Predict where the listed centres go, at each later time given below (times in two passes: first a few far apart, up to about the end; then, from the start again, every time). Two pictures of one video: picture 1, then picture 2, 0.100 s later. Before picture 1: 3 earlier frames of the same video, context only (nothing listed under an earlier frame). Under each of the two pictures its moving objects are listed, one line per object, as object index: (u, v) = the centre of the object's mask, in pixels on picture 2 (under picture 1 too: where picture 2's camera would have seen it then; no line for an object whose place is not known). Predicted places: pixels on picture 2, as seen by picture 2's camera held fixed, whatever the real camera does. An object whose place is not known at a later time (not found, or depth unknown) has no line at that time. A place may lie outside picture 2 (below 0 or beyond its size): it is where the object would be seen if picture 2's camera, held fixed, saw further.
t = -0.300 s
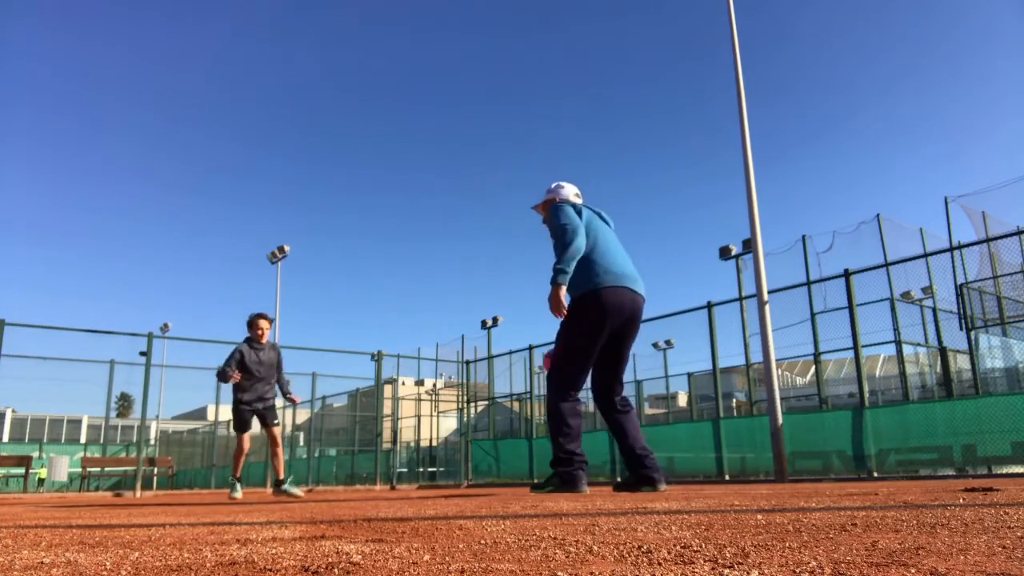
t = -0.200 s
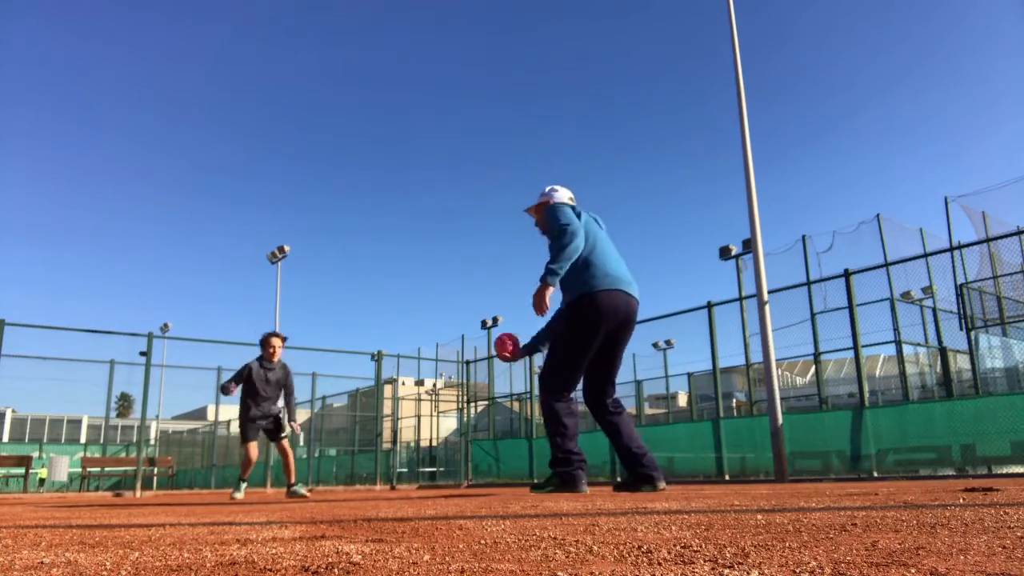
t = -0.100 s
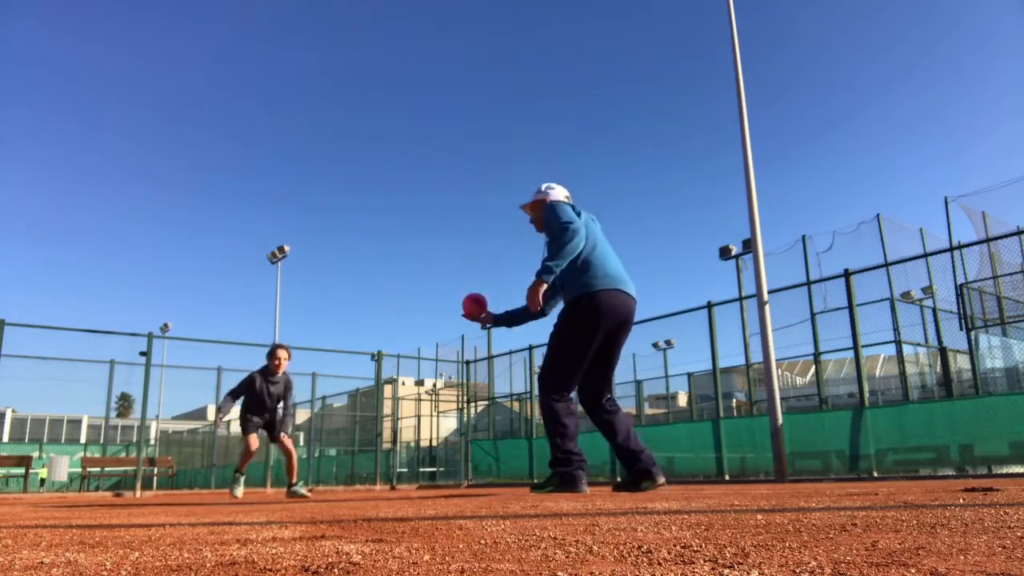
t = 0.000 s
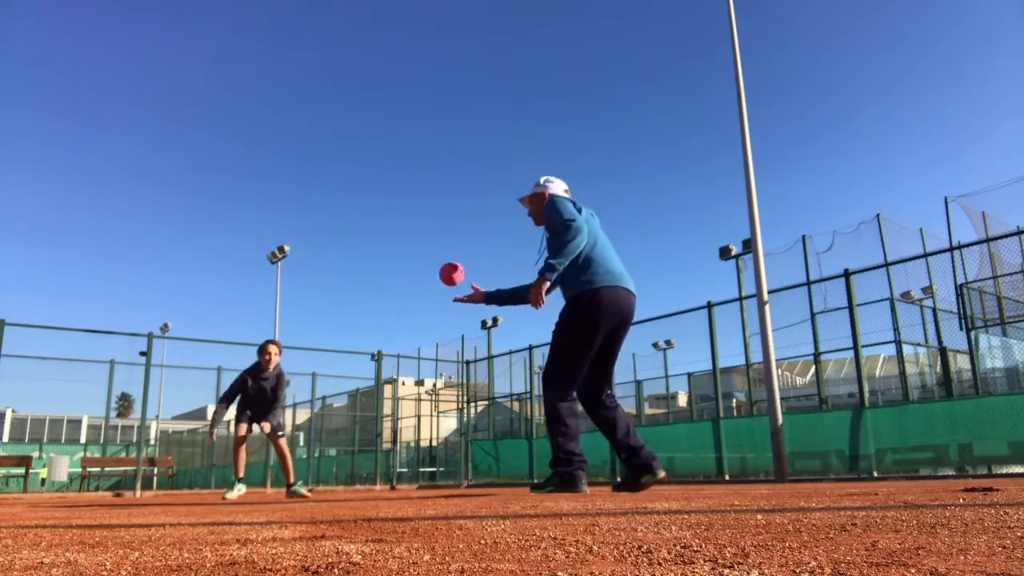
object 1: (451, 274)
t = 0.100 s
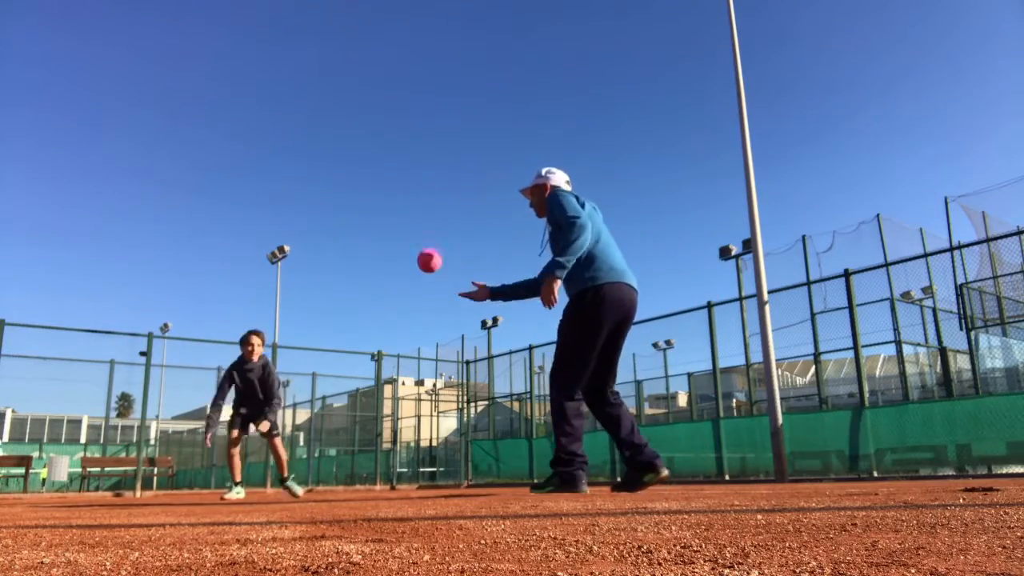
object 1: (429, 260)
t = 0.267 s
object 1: (394, 276)
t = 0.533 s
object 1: (338, 407)
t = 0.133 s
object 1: (422, 260)
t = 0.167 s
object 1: (415, 261)
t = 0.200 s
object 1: (408, 264)
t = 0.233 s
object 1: (401, 269)
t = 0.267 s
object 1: (394, 276)
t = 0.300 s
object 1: (388, 285)
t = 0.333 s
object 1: (381, 296)
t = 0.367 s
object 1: (374, 309)
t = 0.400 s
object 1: (367, 325)
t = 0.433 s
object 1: (360, 342)
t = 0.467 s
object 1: (352, 361)
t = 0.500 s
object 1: (345, 383)
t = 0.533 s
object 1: (338, 407)
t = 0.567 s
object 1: (331, 434)
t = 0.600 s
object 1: (323, 464)
